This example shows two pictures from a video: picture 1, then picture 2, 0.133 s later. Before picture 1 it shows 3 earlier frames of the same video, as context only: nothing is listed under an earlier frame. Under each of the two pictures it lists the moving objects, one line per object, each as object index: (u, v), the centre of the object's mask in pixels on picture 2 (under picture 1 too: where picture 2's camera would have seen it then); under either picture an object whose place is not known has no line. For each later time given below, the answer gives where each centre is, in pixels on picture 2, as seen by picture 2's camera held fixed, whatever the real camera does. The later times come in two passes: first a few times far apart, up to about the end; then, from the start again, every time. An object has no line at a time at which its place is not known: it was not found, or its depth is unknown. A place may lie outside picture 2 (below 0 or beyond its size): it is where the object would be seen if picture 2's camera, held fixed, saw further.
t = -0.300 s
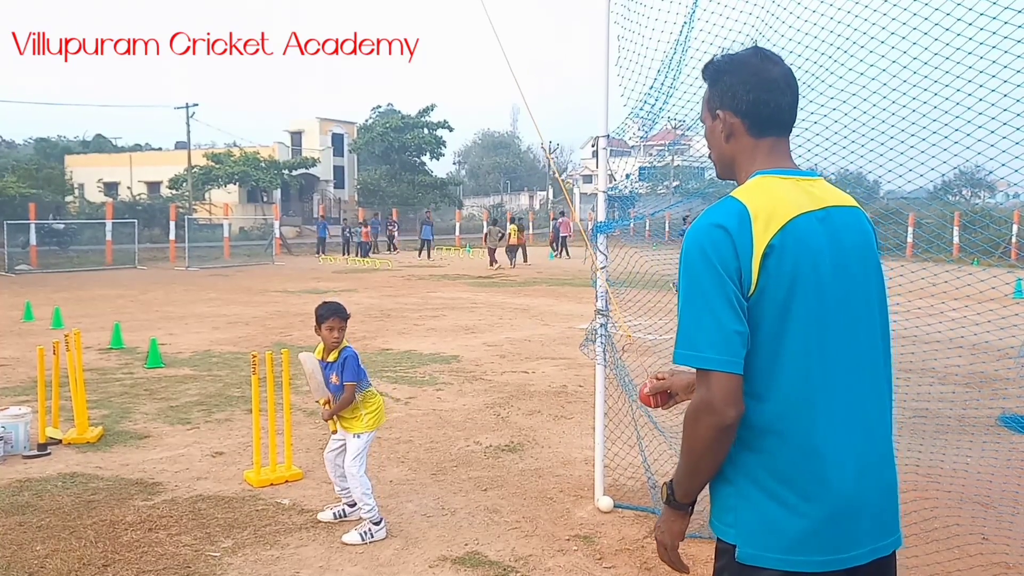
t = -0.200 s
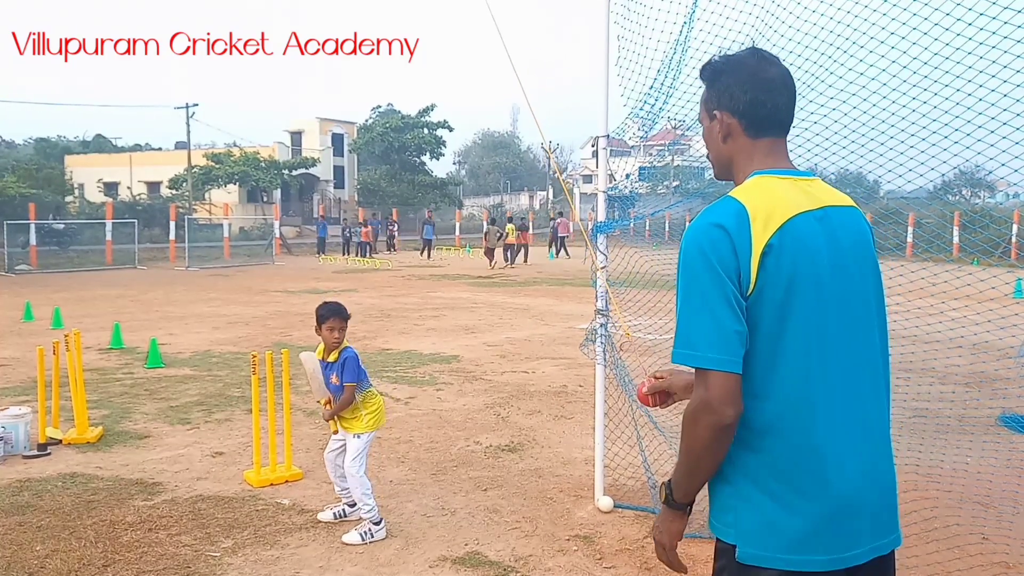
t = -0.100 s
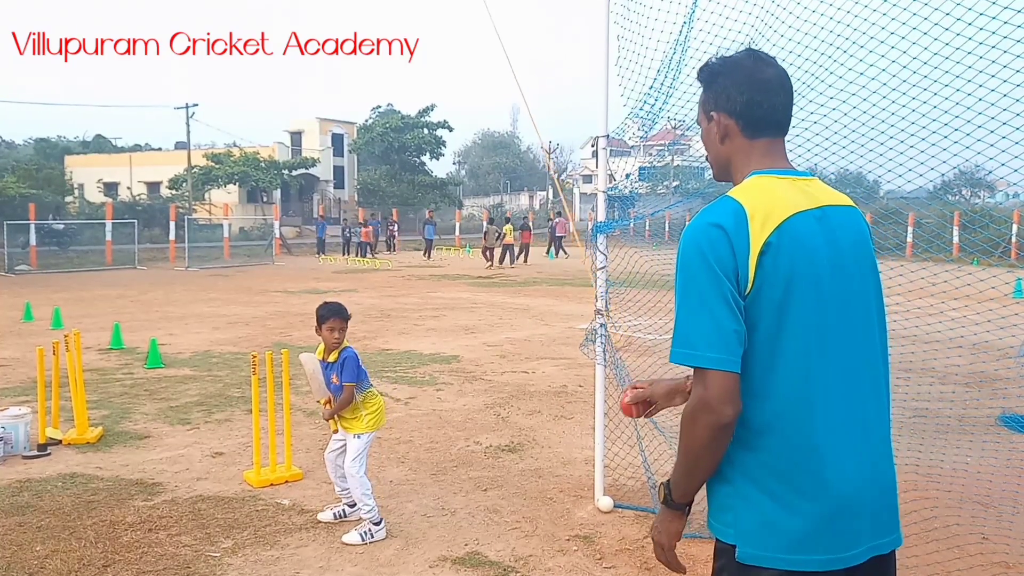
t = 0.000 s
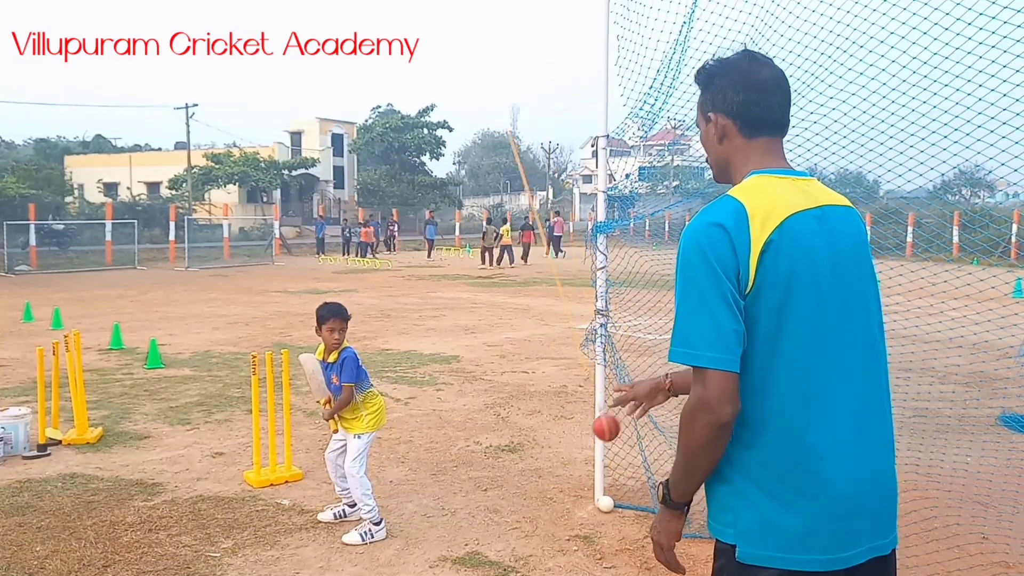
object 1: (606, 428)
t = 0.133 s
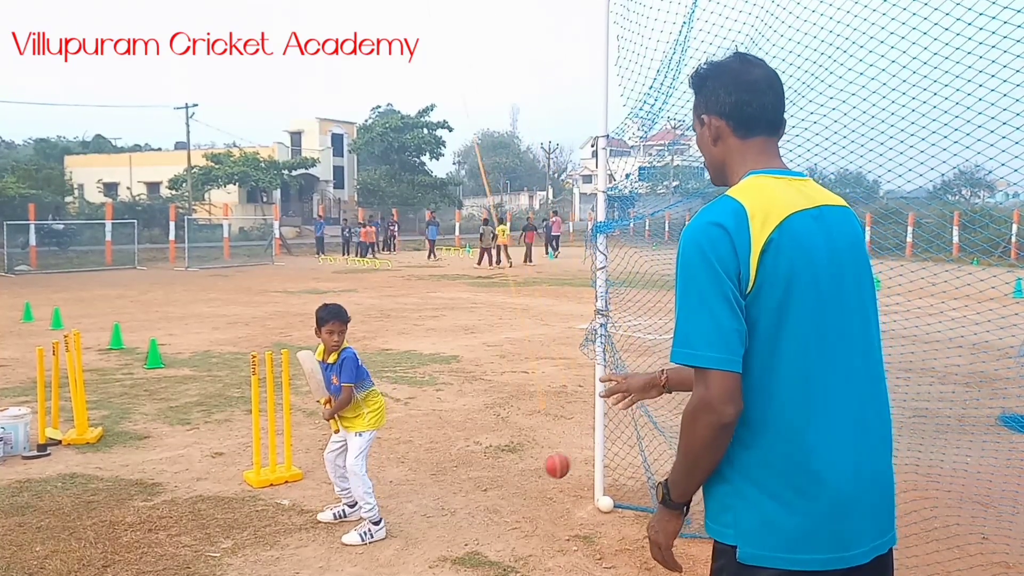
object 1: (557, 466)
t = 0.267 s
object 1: (502, 500)
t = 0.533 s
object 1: (401, 517)
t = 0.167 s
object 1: (544, 475)
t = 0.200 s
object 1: (530, 484)
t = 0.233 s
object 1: (517, 493)
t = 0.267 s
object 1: (502, 500)
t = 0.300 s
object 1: (488, 506)
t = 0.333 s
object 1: (475, 511)
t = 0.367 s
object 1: (461, 515)
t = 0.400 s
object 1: (448, 518)
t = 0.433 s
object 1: (435, 520)
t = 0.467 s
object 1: (424, 520)
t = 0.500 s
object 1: (412, 519)
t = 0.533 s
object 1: (401, 517)
